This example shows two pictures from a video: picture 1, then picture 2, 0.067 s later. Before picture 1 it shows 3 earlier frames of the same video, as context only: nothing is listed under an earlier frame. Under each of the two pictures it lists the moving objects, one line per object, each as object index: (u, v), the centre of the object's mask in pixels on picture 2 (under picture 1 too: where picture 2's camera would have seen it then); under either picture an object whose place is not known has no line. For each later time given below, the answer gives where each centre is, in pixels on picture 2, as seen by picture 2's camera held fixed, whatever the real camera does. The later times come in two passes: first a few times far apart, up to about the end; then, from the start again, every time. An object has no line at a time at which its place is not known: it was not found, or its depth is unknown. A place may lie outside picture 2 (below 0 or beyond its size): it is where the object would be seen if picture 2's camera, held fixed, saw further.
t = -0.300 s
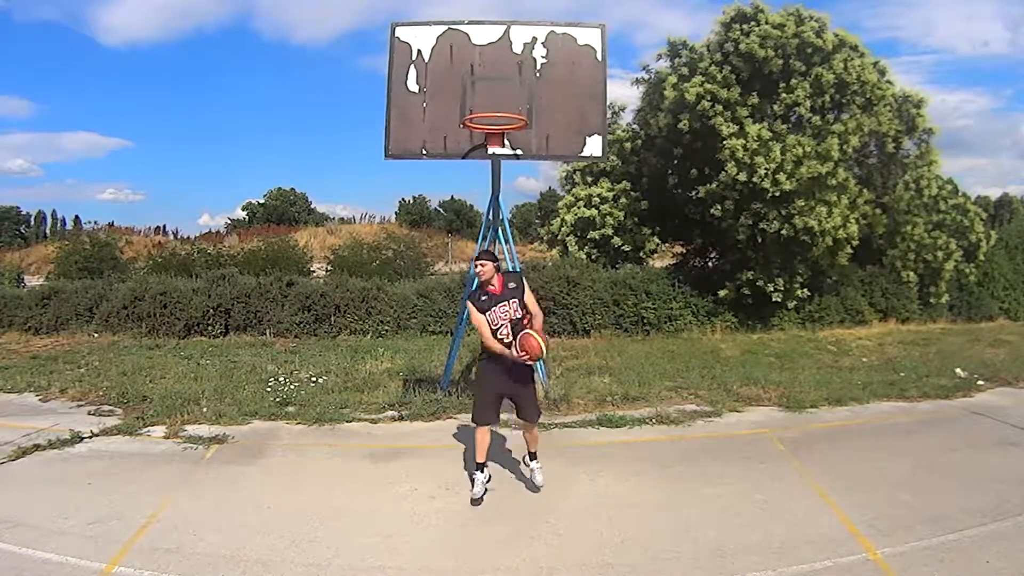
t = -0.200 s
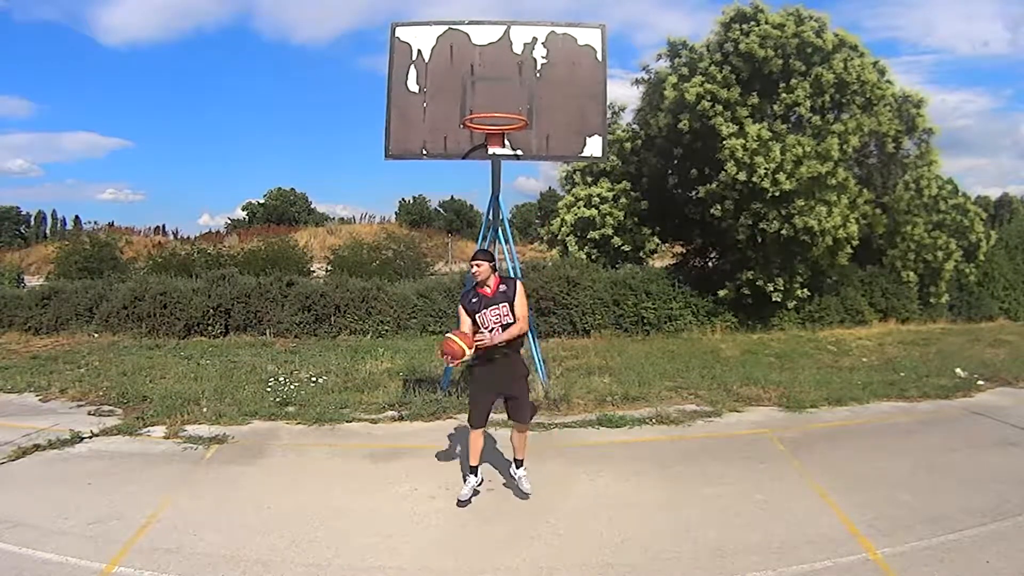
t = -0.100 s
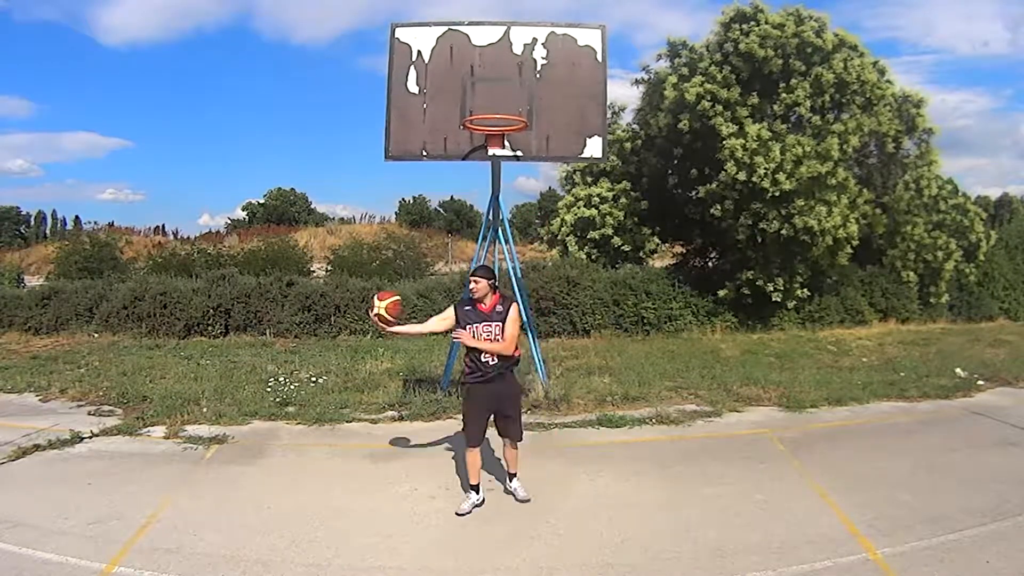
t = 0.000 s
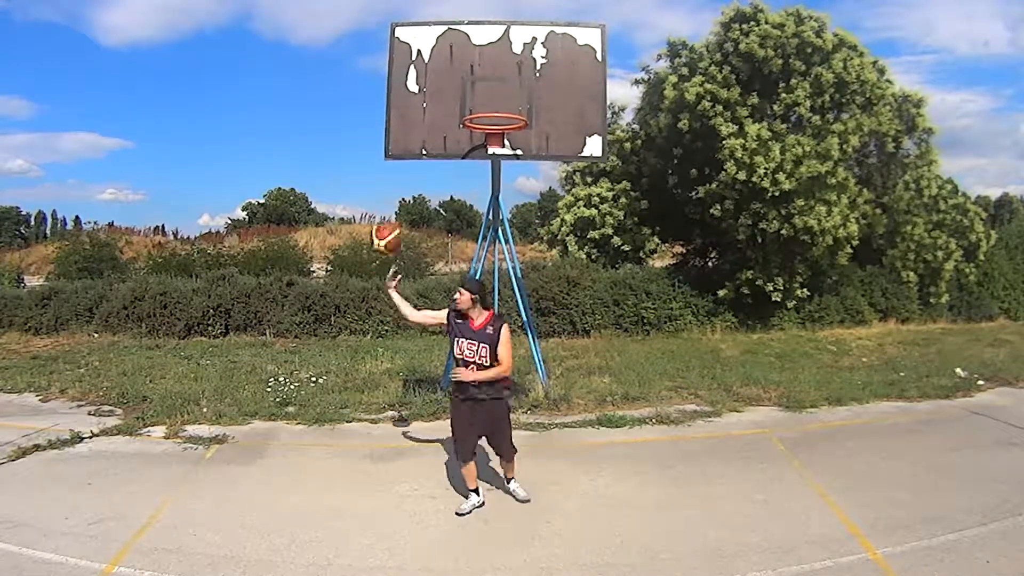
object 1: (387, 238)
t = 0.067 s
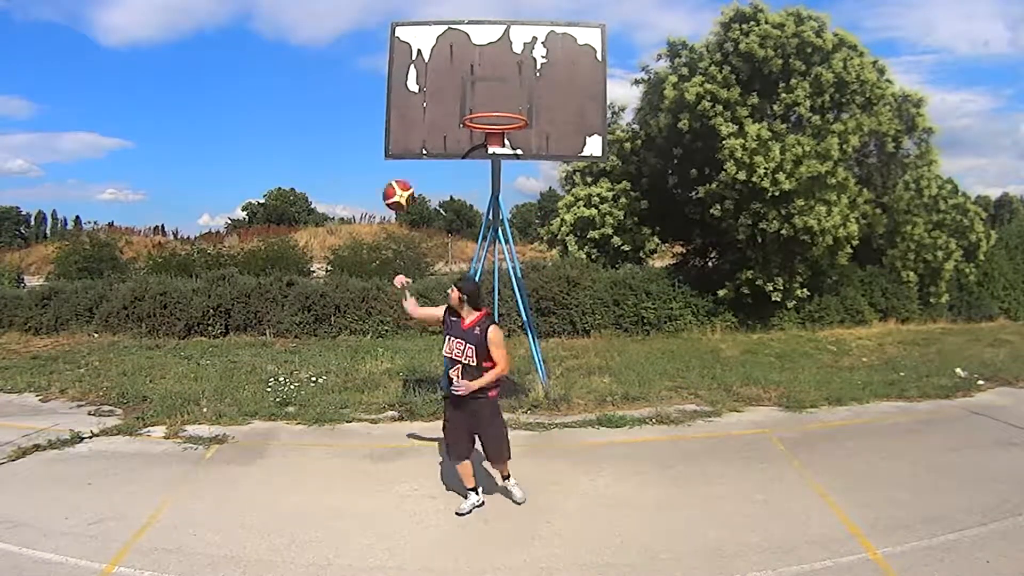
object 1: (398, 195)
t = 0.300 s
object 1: (441, 100)
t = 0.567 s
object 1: (470, 82)
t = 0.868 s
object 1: (499, 143)
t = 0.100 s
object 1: (405, 177)
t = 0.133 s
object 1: (412, 161)
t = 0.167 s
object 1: (418, 144)
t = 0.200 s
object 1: (423, 133)
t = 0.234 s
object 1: (430, 120)
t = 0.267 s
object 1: (436, 108)
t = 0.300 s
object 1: (441, 100)
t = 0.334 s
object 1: (446, 95)
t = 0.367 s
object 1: (449, 89)
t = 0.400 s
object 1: (454, 84)
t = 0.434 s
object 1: (456, 81)
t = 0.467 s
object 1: (459, 79)
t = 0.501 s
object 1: (463, 79)
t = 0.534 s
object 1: (467, 80)
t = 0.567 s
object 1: (470, 82)
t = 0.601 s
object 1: (474, 85)
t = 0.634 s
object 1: (477, 90)
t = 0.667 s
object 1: (480, 96)
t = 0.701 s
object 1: (483, 102)
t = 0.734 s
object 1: (488, 111)
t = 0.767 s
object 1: (490, 116)
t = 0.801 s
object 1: (493, 127)
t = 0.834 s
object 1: (496, 134)
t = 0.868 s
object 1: (499, 143)
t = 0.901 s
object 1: (501, 153)
